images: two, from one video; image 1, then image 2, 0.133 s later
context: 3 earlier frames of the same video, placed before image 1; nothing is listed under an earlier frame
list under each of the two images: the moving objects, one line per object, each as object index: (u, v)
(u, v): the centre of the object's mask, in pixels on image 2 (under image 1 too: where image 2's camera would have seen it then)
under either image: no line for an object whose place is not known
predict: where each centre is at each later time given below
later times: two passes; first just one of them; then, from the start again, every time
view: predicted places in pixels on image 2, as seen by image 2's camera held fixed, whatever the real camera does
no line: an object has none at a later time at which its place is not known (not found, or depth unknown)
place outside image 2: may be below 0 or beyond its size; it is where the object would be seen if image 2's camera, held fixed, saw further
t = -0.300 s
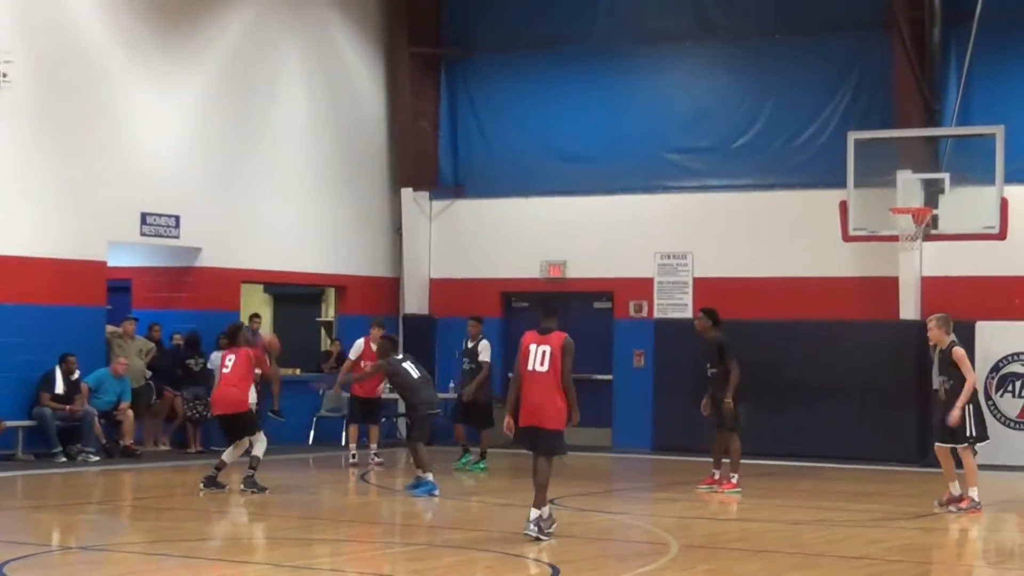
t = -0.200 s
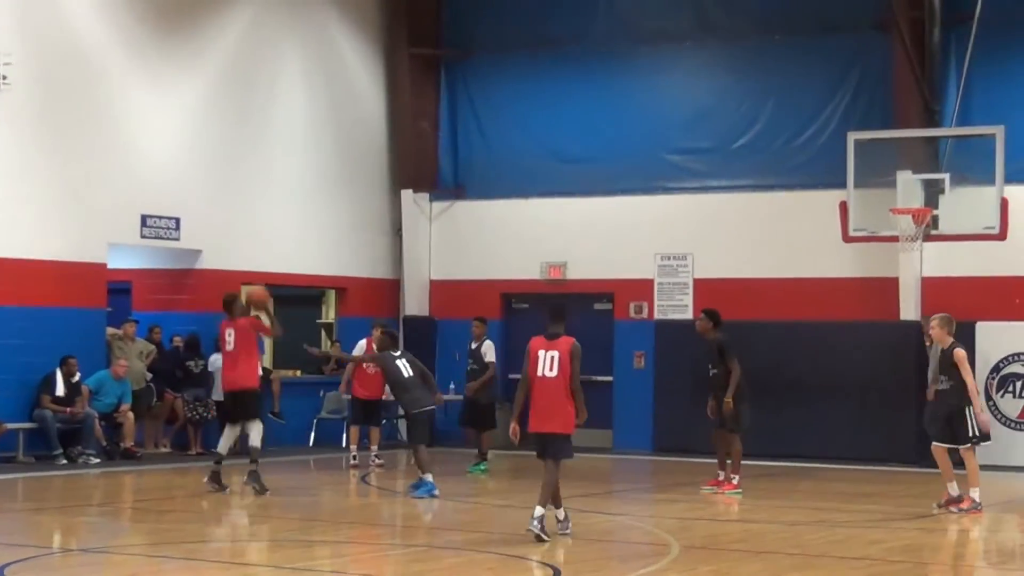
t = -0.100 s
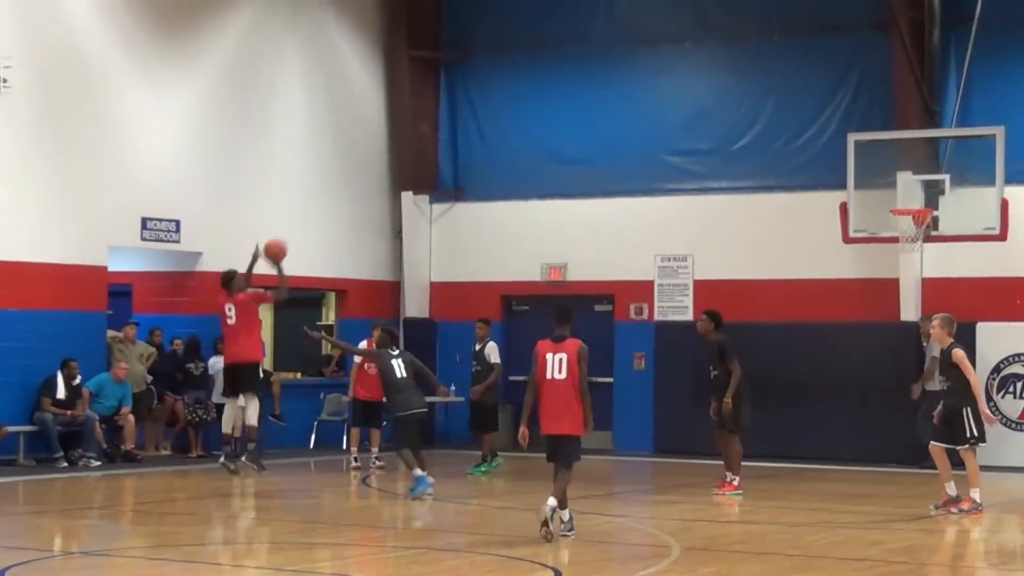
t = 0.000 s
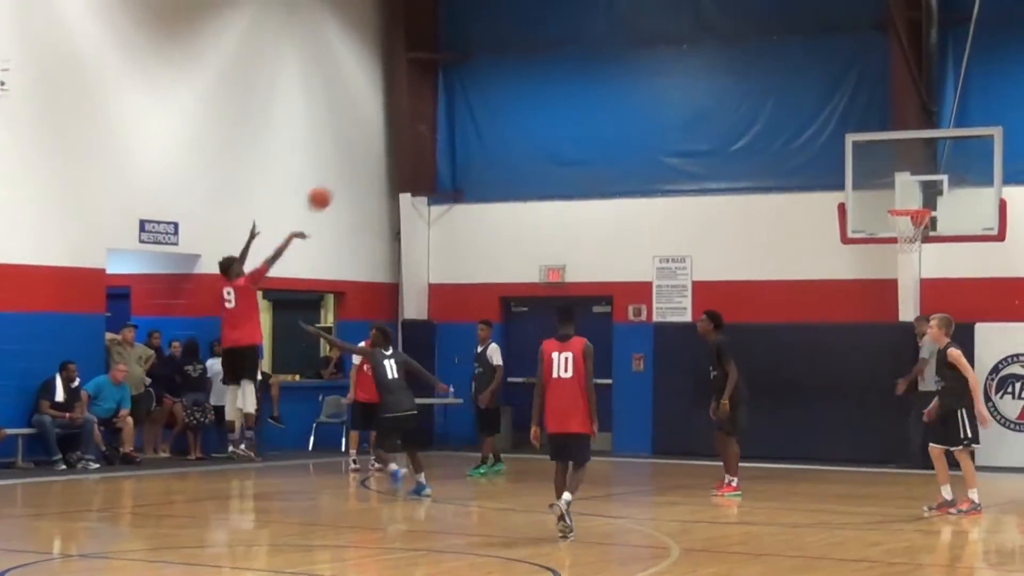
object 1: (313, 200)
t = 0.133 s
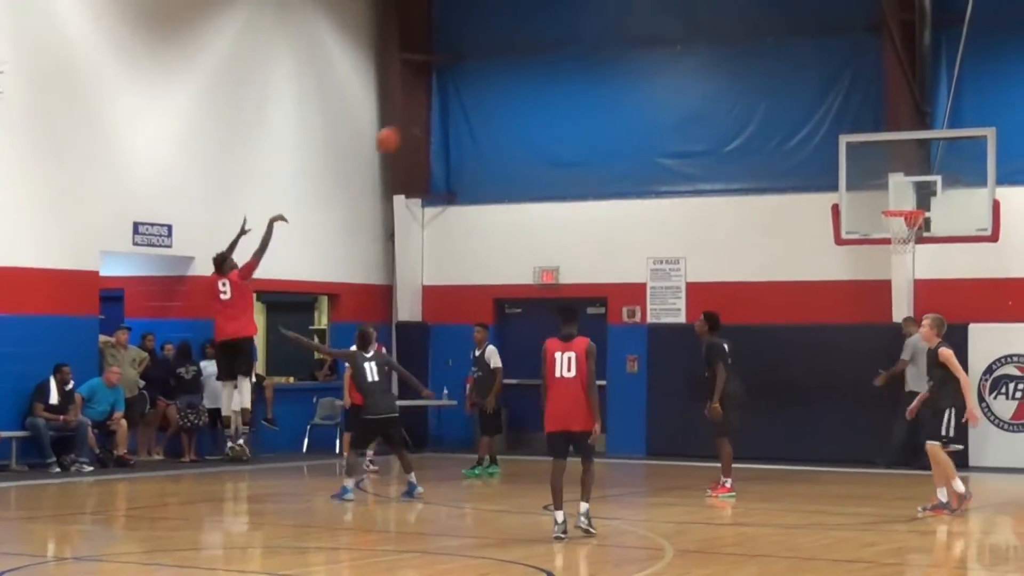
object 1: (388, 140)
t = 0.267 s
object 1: (458, 97)
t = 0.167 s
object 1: (405, 127)
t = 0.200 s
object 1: (423, 116)
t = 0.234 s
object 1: (441, 106)
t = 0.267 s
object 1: (458, 97)
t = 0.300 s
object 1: (476, 88)
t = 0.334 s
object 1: (492, 82)
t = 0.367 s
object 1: (510, 76)
